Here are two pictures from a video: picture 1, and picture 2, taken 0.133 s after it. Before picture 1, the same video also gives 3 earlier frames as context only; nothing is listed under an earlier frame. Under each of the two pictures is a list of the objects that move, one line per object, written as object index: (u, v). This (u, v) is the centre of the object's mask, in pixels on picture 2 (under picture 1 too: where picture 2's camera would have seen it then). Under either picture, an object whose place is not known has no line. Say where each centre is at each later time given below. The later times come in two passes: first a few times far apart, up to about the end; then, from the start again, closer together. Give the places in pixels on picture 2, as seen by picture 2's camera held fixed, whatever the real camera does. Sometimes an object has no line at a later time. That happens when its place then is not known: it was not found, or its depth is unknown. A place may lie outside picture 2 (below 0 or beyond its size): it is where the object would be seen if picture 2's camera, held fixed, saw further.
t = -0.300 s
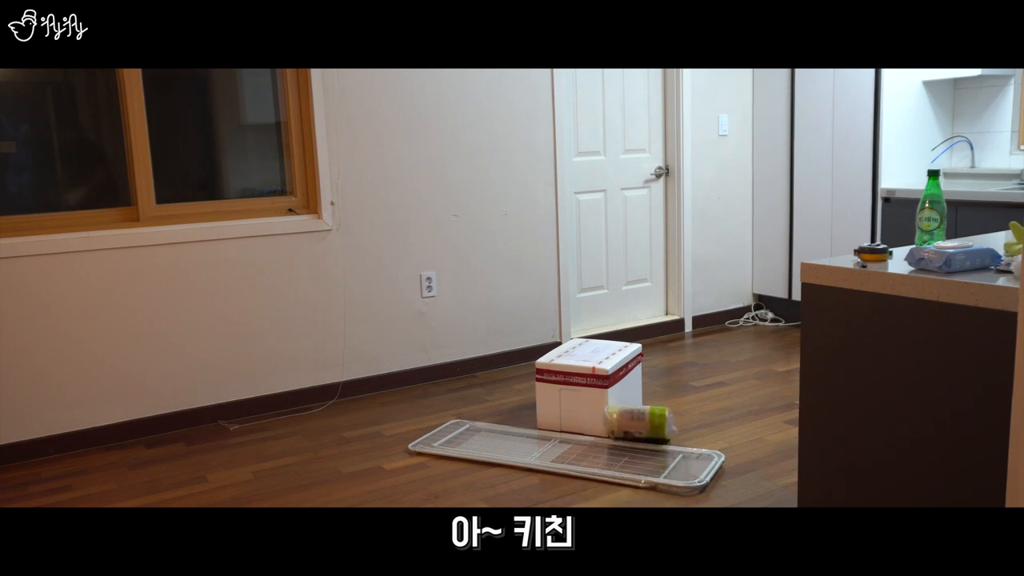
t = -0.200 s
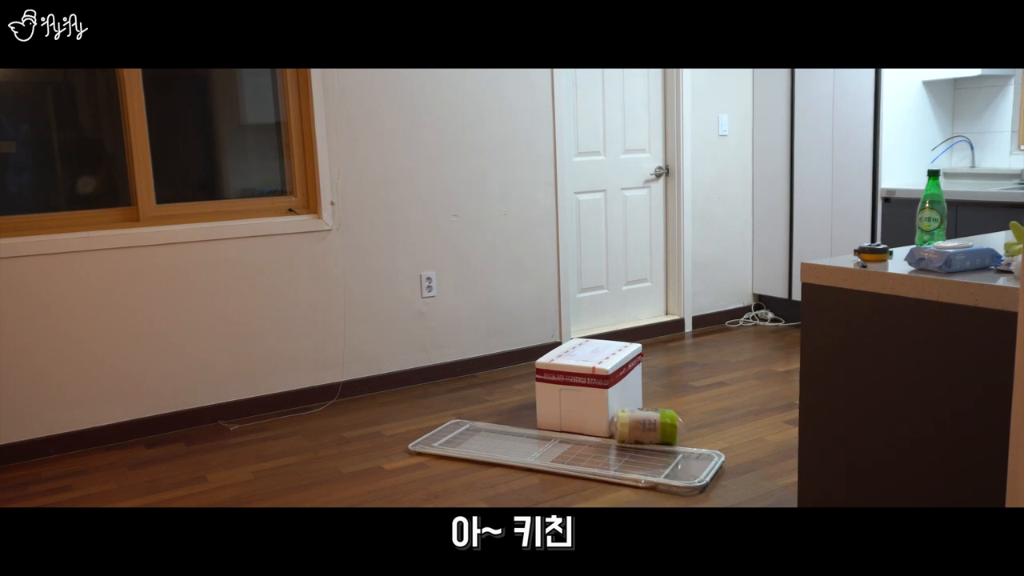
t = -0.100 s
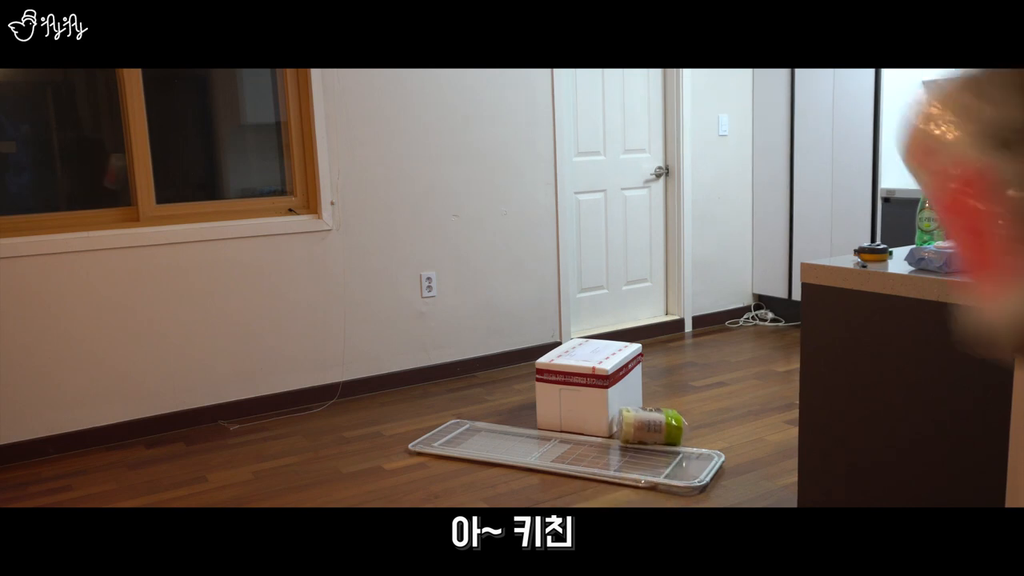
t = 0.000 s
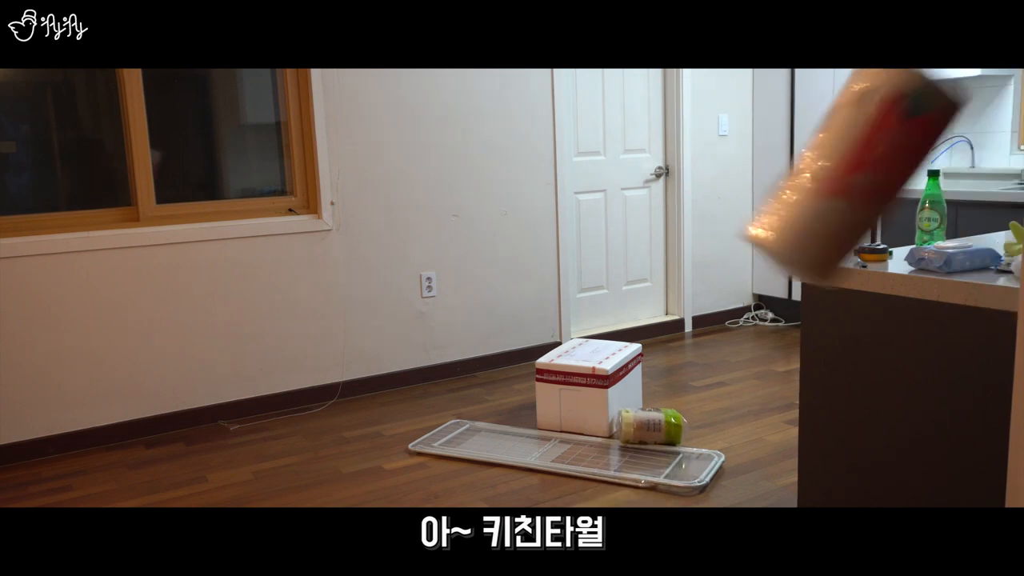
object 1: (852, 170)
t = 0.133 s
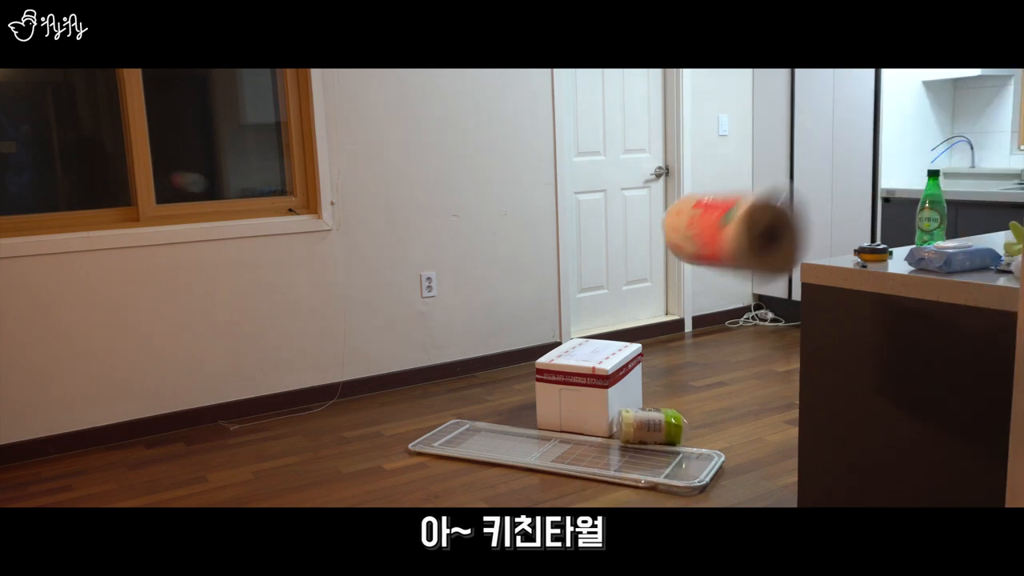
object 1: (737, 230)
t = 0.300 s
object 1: (658, 357)
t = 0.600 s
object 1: (605, 382)
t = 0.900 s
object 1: (569, 387)
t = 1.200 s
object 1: (593, 414)
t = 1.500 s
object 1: (605, 435)
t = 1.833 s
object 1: (602, 436)
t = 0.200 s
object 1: (694, 281)
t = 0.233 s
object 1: (680, 304)
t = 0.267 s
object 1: (669, 330)
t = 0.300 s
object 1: (658, 357)
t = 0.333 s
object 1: (651, 382)
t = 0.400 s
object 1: (634, 442)
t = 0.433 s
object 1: (628, 469)
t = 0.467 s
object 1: (624, 455)
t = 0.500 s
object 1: (620, 432)
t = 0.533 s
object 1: (617, 414)
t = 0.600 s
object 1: (605, 382)
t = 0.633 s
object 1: (601, 370)
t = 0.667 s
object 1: (597, 362)
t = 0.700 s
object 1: (592, 357)
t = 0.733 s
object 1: (588, 355)
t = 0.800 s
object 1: (580, 359)
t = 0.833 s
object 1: (576, 365)
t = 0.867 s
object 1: (572, 375)
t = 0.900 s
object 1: (569, 387)
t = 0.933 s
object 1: (567, 402)
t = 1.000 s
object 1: (565, 425)
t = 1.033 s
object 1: (570, 417)
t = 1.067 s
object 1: (574, 411)
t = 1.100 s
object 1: (580, 409)
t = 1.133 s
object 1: (585, 408)
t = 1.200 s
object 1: (593, 414)
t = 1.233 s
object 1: (593, 415)
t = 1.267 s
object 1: (594, 419)
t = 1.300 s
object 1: (595, 424)
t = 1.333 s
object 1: (597, 424)
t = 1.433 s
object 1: (604, 431)
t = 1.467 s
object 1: (605, 435)
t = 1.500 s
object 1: (605, 435)
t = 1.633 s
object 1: (603, 435)
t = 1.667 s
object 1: (602, 435)
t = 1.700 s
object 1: (602, 435)
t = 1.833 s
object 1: (602, 436)
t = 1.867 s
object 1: (602, 436)
